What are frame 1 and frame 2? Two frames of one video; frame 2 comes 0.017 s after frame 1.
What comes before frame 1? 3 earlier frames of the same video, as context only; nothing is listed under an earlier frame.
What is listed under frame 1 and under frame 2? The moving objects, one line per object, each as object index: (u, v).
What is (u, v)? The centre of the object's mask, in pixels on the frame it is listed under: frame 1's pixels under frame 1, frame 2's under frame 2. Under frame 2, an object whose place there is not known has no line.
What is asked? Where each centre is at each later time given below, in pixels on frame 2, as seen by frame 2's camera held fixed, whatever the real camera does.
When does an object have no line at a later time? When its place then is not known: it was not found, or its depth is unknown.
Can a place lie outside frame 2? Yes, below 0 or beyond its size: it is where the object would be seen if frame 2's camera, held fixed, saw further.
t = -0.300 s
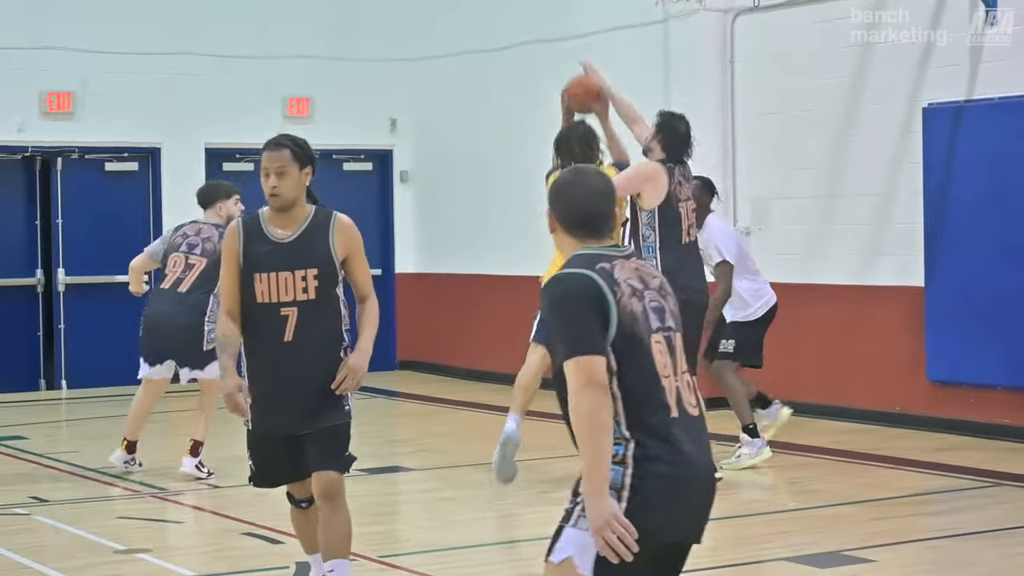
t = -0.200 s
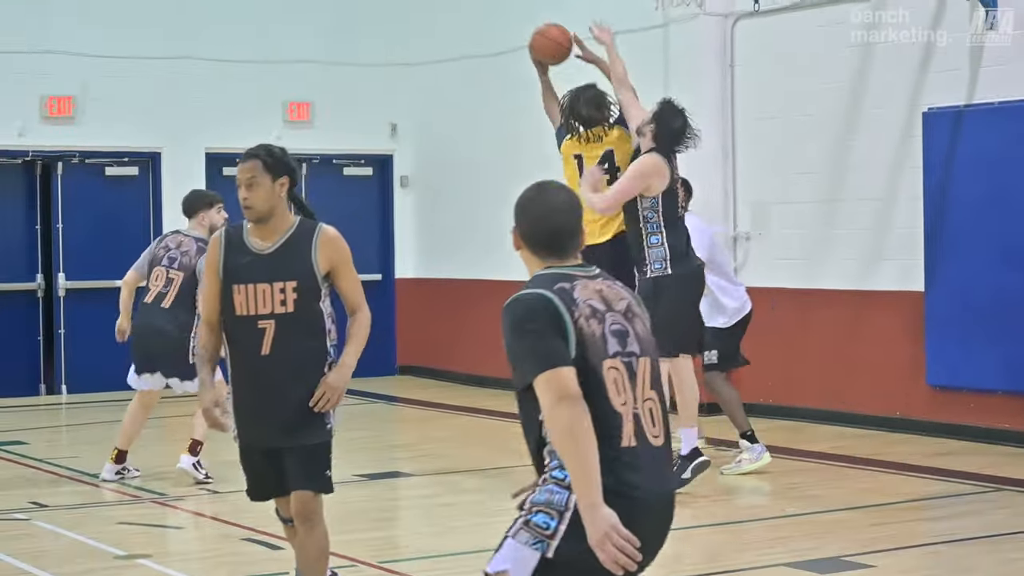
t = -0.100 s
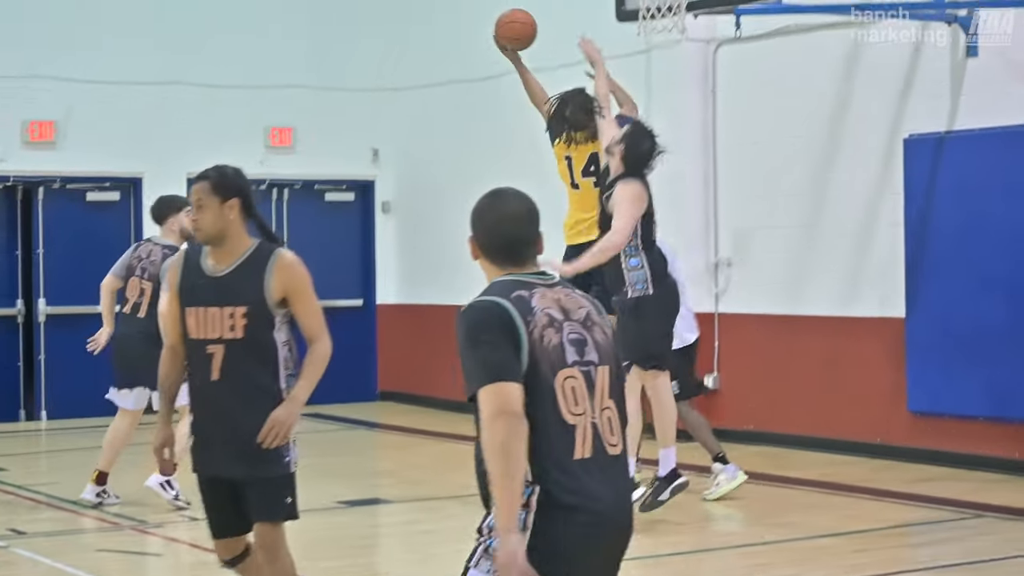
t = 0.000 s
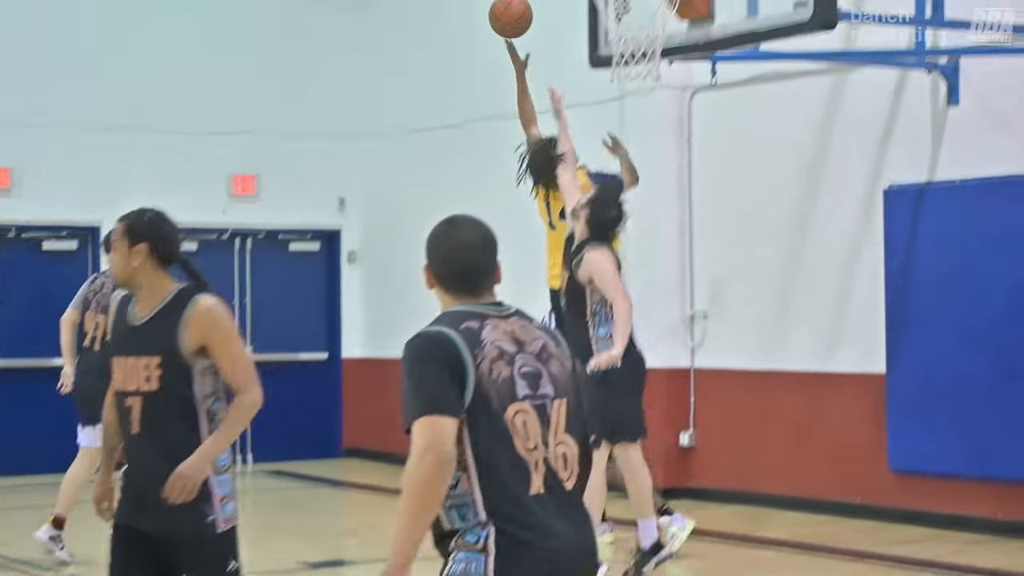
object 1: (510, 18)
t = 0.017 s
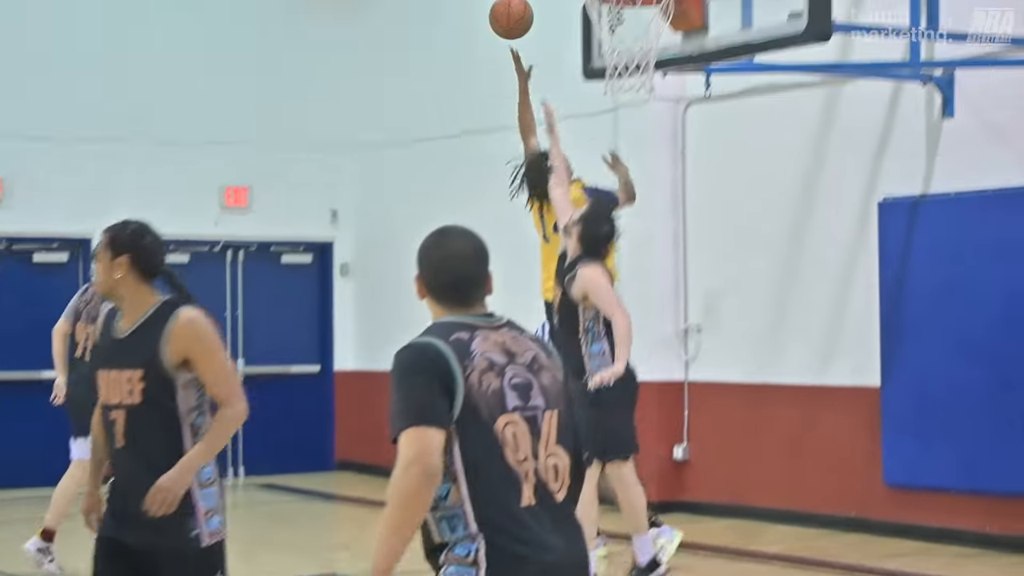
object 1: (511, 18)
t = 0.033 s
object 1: (519, 8)
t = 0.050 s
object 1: (527, -2)
